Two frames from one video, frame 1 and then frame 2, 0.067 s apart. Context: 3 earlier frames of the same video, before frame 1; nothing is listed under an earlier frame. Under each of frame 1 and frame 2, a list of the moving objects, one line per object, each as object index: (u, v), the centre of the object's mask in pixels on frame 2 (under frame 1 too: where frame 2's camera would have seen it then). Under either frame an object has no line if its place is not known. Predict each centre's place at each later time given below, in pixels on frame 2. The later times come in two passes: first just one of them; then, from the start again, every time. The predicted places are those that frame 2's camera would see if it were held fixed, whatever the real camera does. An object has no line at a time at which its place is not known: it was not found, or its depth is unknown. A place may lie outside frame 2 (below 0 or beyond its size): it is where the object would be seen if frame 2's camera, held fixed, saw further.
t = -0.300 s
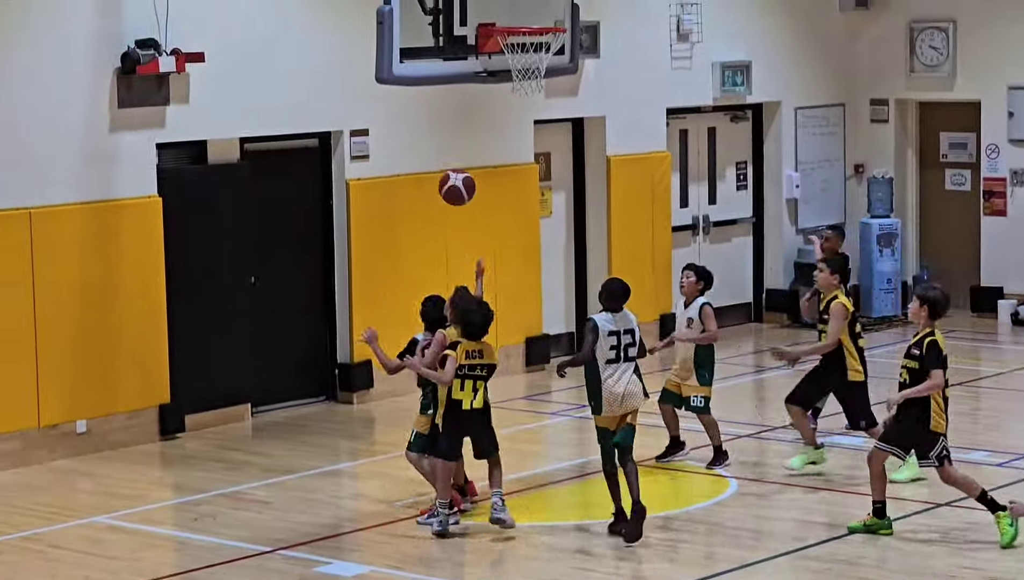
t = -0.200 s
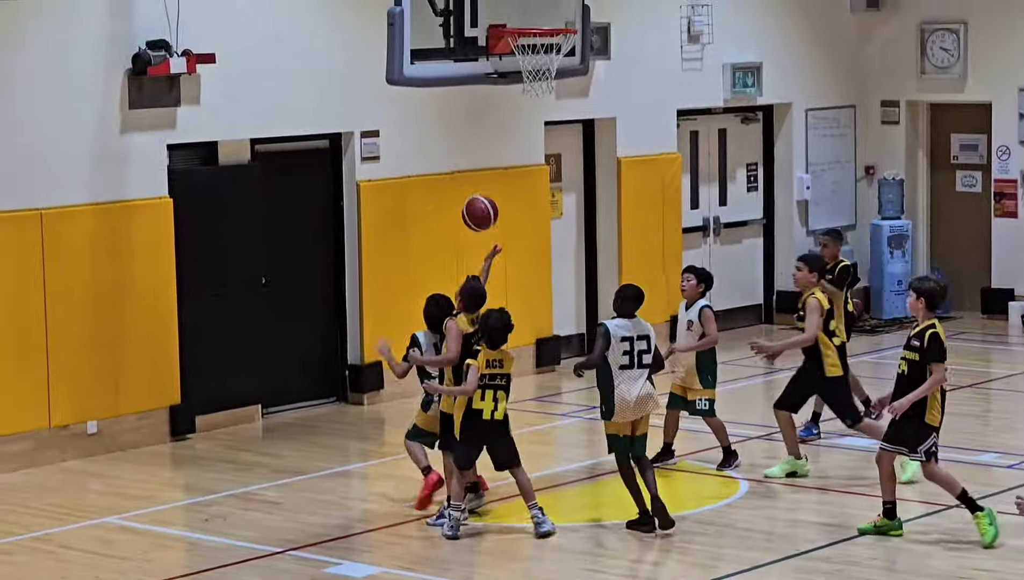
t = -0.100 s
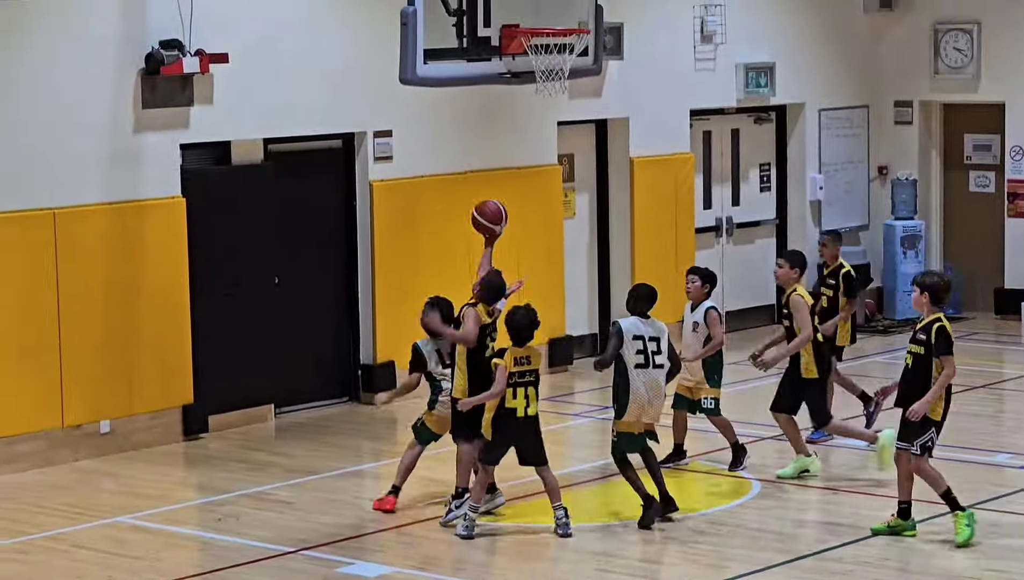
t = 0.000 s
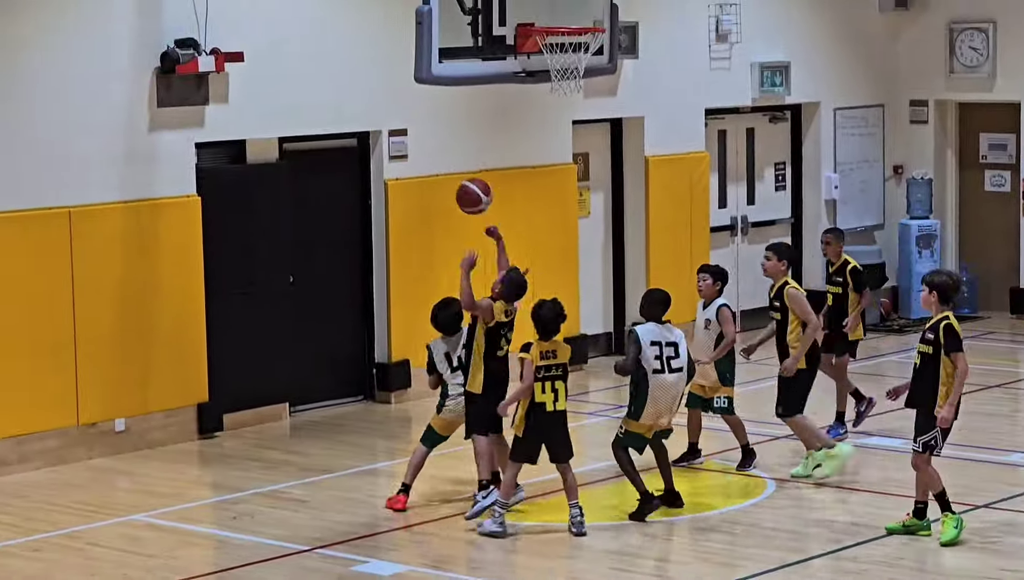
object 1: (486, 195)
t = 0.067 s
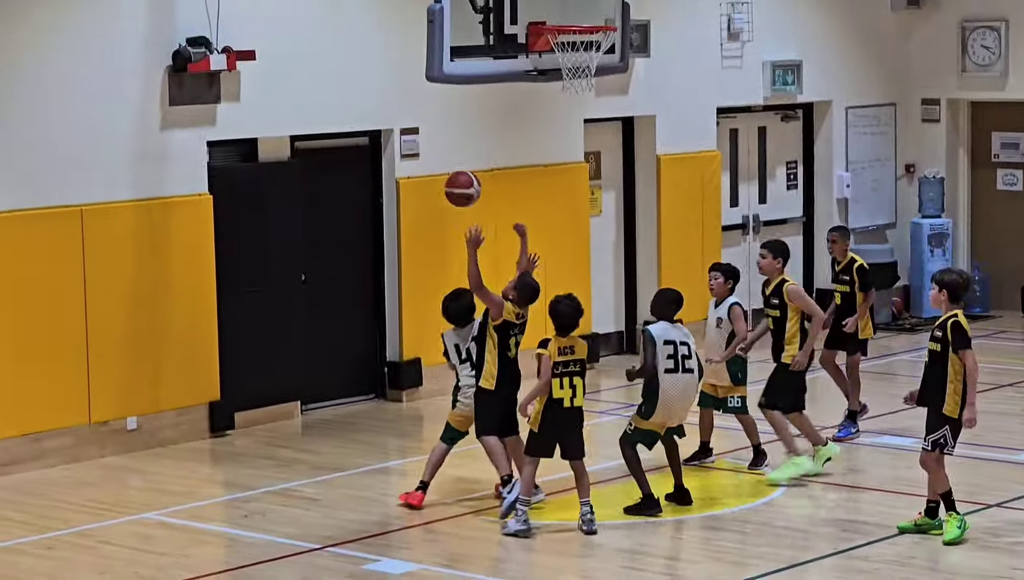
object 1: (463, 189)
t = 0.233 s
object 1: (404, 204)
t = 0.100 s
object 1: (451, 188)
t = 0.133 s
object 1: (439, 189)
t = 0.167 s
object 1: (428, 193)
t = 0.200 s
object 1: (416, 197)
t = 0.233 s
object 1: (404, 204)
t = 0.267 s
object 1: (392, 212)
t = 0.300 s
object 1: (380, 223)
